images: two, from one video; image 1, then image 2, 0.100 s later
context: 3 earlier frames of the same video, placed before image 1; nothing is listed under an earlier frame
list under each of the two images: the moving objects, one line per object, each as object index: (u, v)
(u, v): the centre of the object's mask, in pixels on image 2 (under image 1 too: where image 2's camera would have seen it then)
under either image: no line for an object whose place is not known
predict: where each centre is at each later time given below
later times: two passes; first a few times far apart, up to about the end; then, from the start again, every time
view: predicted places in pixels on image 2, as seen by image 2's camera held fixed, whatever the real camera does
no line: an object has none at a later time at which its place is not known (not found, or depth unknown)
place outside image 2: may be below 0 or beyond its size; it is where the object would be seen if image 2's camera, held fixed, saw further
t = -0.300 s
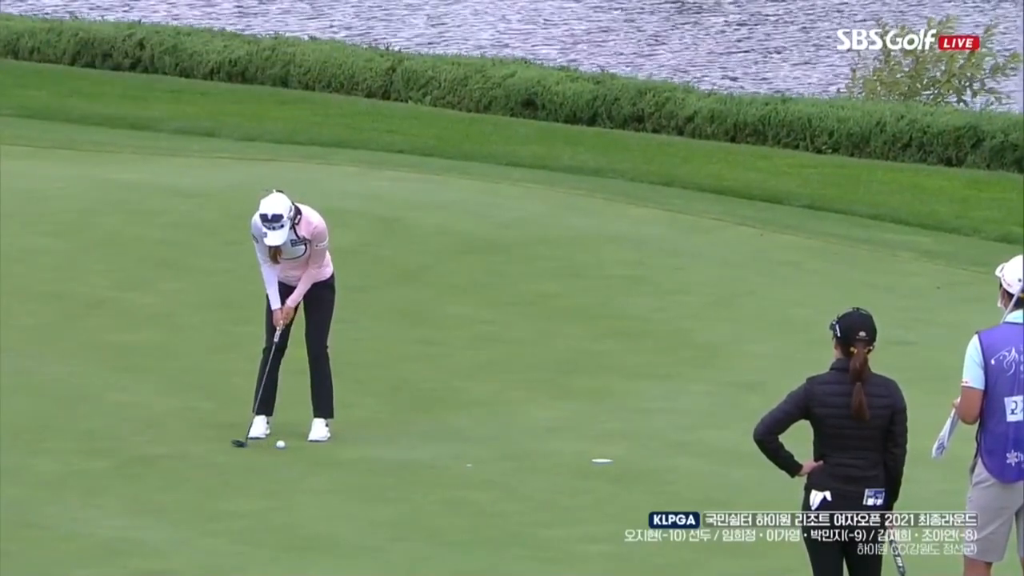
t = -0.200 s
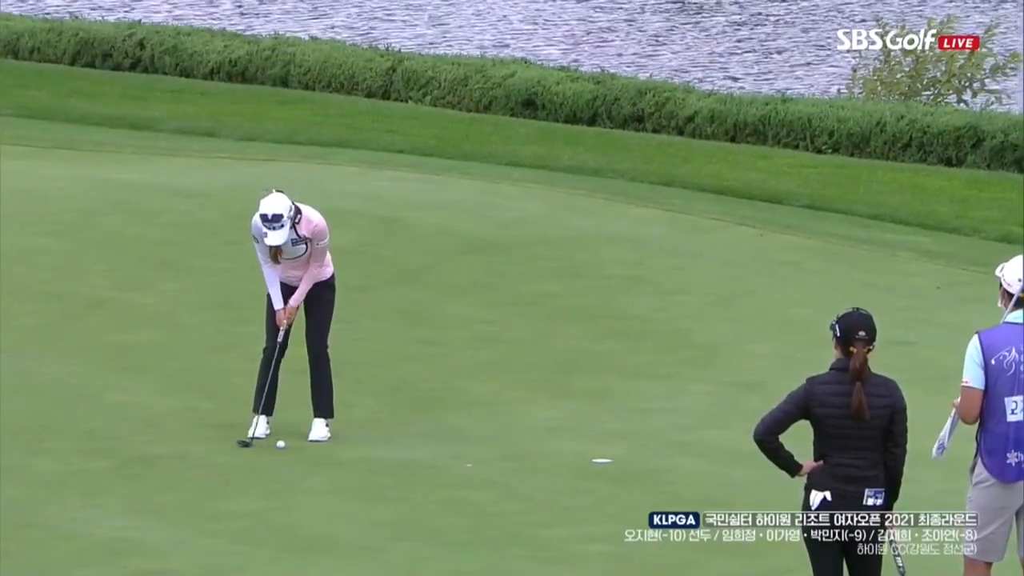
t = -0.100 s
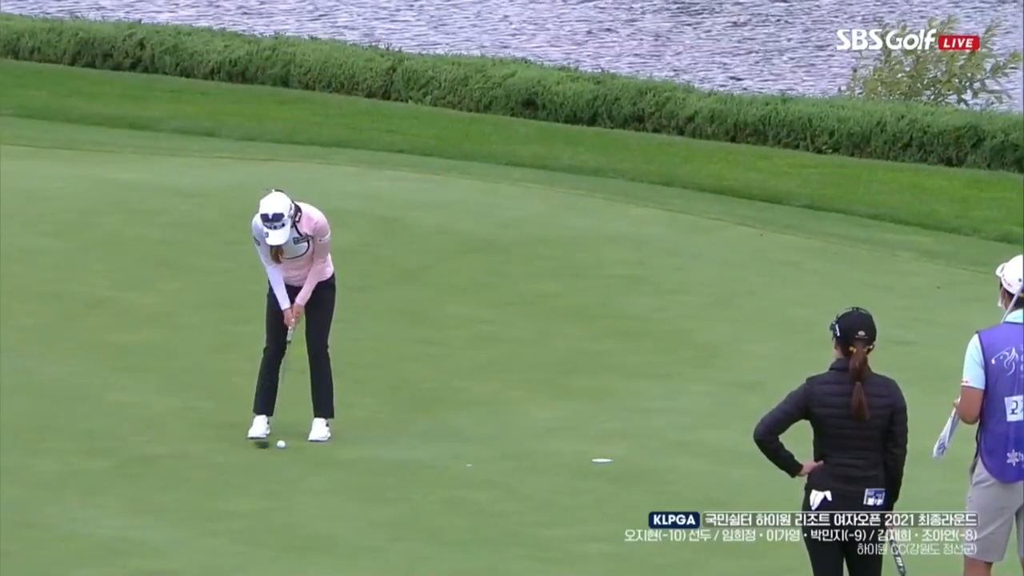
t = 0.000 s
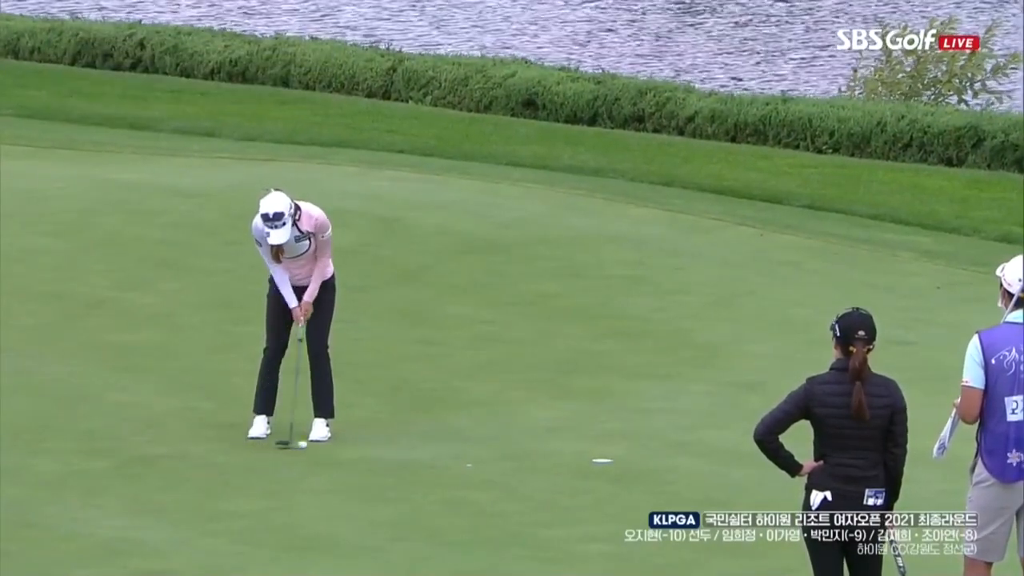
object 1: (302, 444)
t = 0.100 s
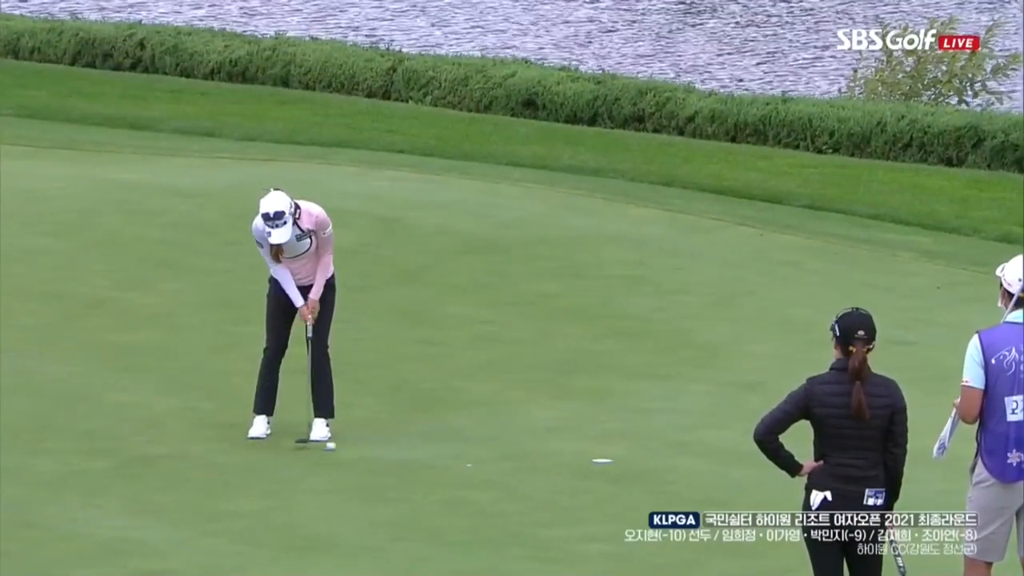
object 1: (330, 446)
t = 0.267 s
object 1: (374, 448)
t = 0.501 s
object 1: (431, 450)
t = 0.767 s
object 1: (489, 453)
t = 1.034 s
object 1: (536, 455)
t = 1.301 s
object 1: (578, 456)
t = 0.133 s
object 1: (339, 446)
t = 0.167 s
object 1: (349, 447)
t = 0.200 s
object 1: (357, 447)
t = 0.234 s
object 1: (365, 447)
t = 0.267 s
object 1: (374, 448)
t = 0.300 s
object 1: (382, 448)
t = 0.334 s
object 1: (391, 448)
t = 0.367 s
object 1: (399, 449)
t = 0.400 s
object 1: (407, 449)
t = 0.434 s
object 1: (415, 449)
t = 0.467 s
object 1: (423, 450)
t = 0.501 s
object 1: (431, 450)
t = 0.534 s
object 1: (438, 450)
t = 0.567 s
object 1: (446, 450)
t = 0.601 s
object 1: (453, 450)
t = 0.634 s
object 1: (461, 451)
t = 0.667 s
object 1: (468, 451)
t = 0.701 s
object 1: (474, 452)
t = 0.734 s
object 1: (481, 452)
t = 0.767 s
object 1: (489, 453)
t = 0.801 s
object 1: (495, 453)
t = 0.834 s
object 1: (502, 453)
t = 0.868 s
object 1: (509, 453)
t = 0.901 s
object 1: (512, 453)
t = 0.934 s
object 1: (518, 454)
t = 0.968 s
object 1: (524, 455)
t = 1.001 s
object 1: (530, 454)
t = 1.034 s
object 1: (536, 455)
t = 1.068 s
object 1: (542, 455)
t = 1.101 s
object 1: (547, 455)
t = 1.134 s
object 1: (553, 455)
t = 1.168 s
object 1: (558, 455)
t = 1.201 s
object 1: (563, 456)
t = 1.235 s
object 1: (568, 456)
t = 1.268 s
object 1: (573, 456)
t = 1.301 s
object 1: (578, 456)
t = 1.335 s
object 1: (583, 456)
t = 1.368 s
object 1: (587, 456)
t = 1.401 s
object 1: (592, 457)
